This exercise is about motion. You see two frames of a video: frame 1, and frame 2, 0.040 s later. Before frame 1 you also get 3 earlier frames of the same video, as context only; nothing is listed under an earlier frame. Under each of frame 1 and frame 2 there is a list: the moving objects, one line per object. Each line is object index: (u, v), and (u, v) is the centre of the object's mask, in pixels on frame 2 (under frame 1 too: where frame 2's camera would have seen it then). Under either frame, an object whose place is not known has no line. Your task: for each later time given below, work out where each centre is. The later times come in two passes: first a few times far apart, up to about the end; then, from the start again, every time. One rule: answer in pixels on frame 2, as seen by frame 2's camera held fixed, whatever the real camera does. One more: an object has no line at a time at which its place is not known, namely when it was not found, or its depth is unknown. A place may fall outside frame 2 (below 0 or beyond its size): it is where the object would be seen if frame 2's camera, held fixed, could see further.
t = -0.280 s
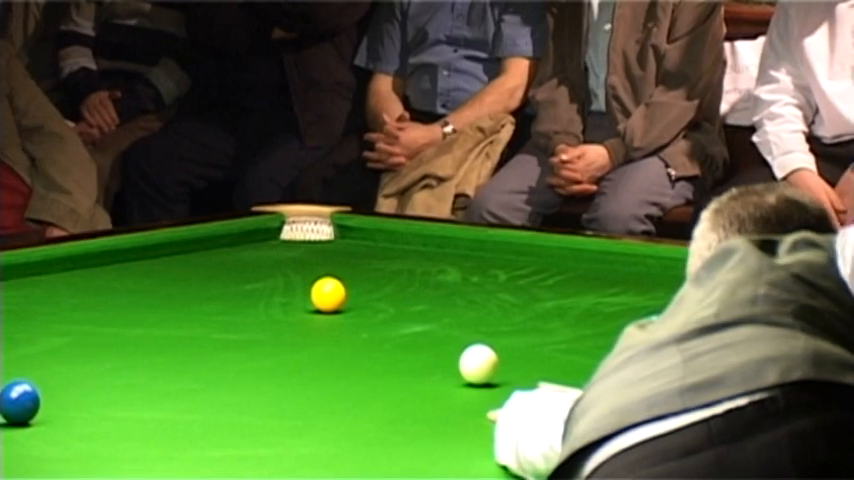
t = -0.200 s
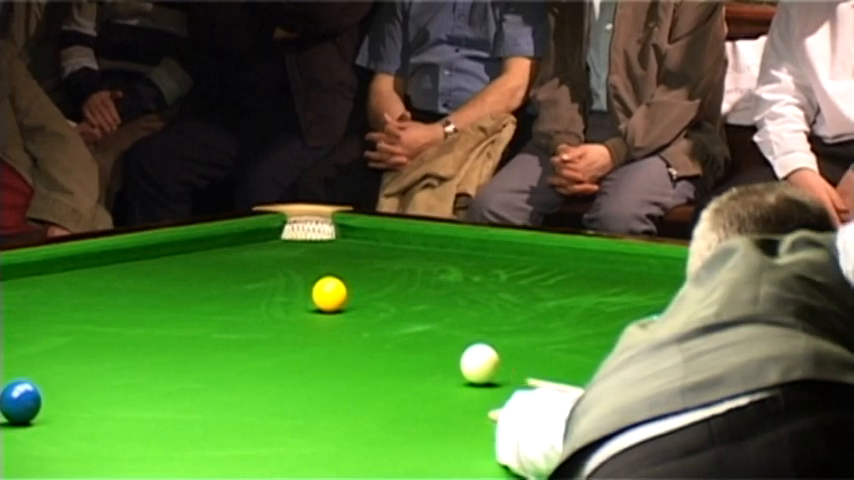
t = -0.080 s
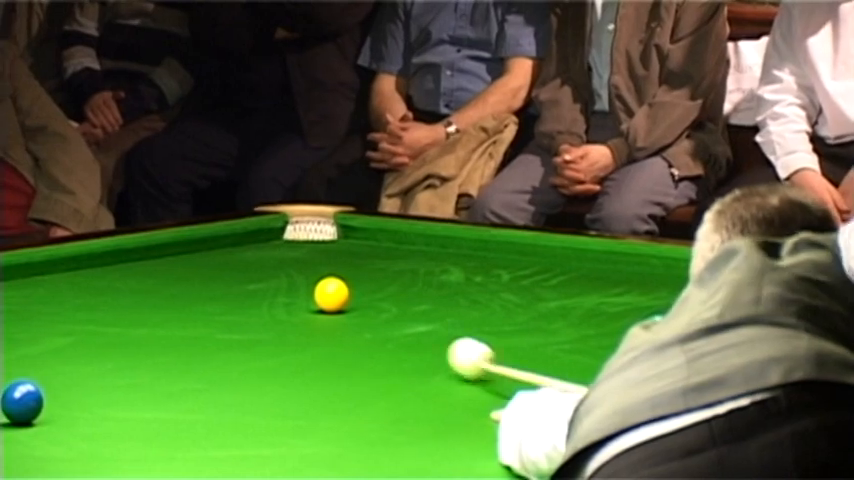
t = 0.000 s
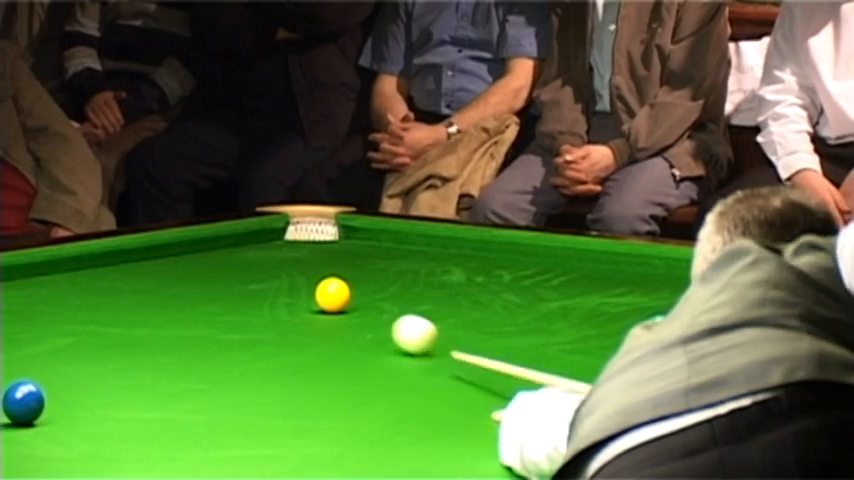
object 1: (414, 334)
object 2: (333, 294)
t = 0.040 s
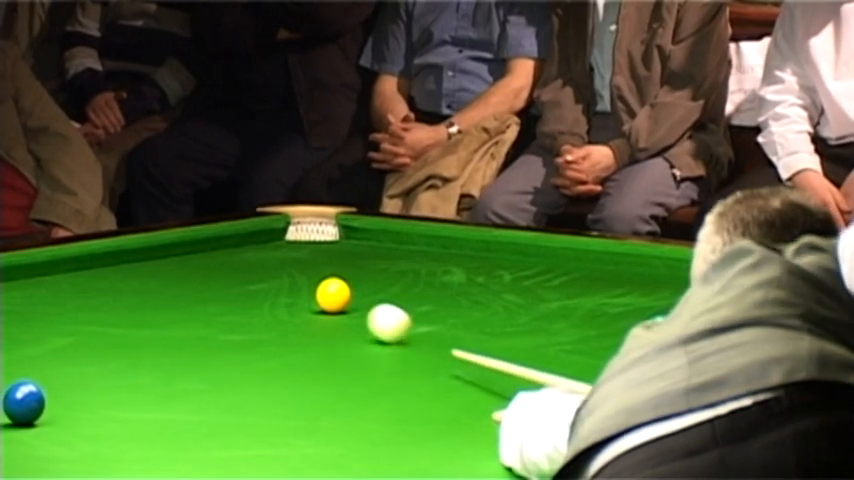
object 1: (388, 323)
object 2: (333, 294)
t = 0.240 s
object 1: (287, 298)
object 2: (328, 275)
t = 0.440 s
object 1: (207, 294)
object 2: (322, 247)
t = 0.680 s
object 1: (117, 289)
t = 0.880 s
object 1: (44, 285)
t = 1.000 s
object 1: (3, 283)
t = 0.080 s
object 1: (364, 313)
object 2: (332, 294)
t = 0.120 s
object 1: (343, 304)
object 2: (327, 289)
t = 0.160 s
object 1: (322, 298)
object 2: (338, 283)
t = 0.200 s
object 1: (303, 298)
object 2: (331, 281)
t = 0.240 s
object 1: (287, 298)
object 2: (328, 275)
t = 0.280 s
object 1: (271, 297)
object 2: (327, 269)
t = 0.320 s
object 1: (255, 296)
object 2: (325, 263)
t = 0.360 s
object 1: (239, 296)
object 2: (324, 257)
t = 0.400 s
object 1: (223, 295)
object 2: (323, 251)
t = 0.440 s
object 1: (207, 294)
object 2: (322, 247)
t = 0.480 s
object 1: (192, 293)
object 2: (321, 242)
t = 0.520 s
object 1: (177, 292)
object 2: (320, 238)
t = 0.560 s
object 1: (162, 292)
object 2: (319, 234)
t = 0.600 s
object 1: (147, 291)
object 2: (318, 229)
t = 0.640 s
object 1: (132, 290)
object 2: (316, 225)
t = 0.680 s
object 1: (117, 289)
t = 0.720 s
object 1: (102, 288)
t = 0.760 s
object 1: (87, 287)
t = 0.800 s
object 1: (73, 287)
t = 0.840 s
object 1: (58, 286)
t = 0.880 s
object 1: (44, 285)
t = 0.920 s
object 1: (30, 284)
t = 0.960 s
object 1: (15, 283)
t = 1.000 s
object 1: (3, 283)
